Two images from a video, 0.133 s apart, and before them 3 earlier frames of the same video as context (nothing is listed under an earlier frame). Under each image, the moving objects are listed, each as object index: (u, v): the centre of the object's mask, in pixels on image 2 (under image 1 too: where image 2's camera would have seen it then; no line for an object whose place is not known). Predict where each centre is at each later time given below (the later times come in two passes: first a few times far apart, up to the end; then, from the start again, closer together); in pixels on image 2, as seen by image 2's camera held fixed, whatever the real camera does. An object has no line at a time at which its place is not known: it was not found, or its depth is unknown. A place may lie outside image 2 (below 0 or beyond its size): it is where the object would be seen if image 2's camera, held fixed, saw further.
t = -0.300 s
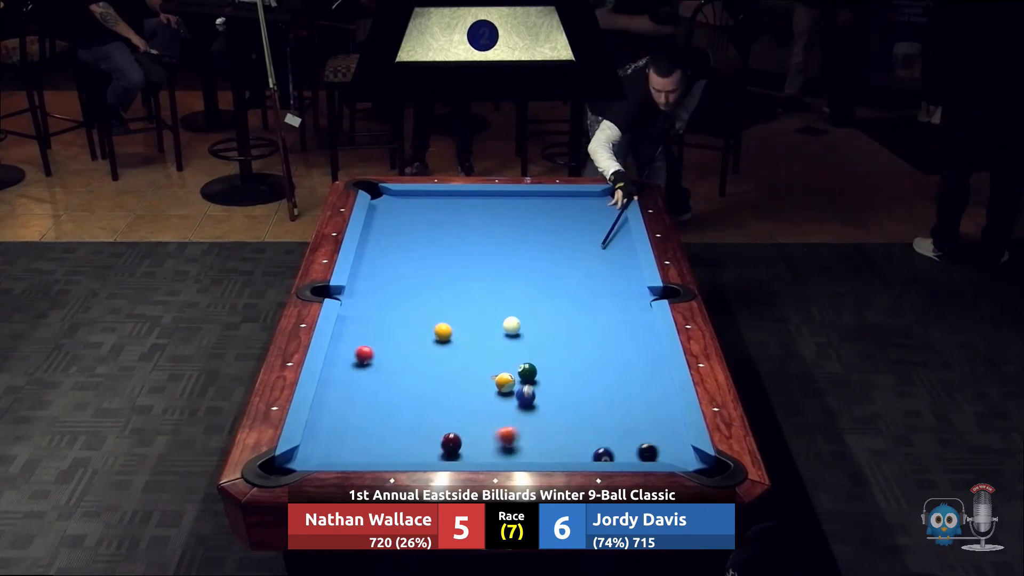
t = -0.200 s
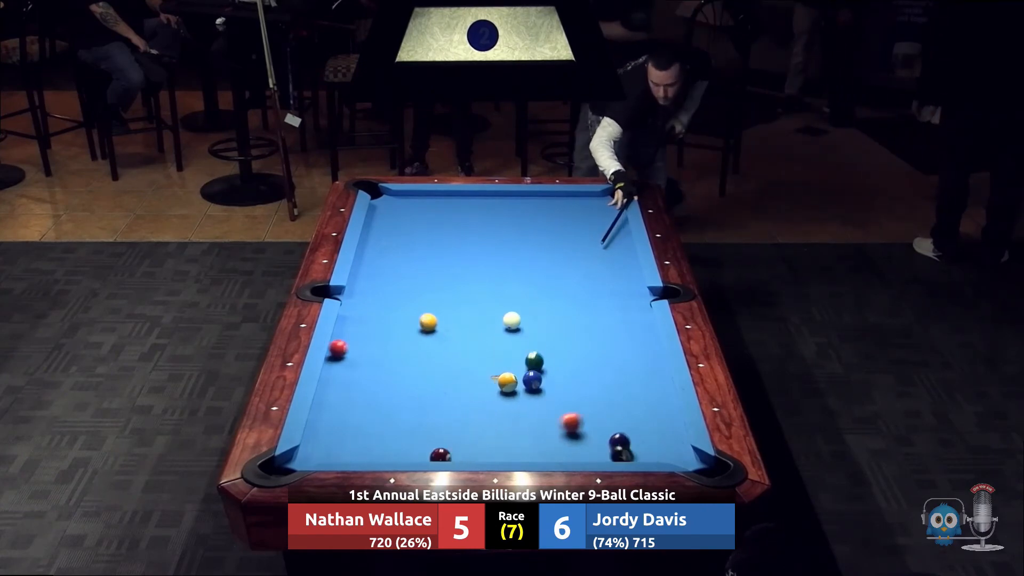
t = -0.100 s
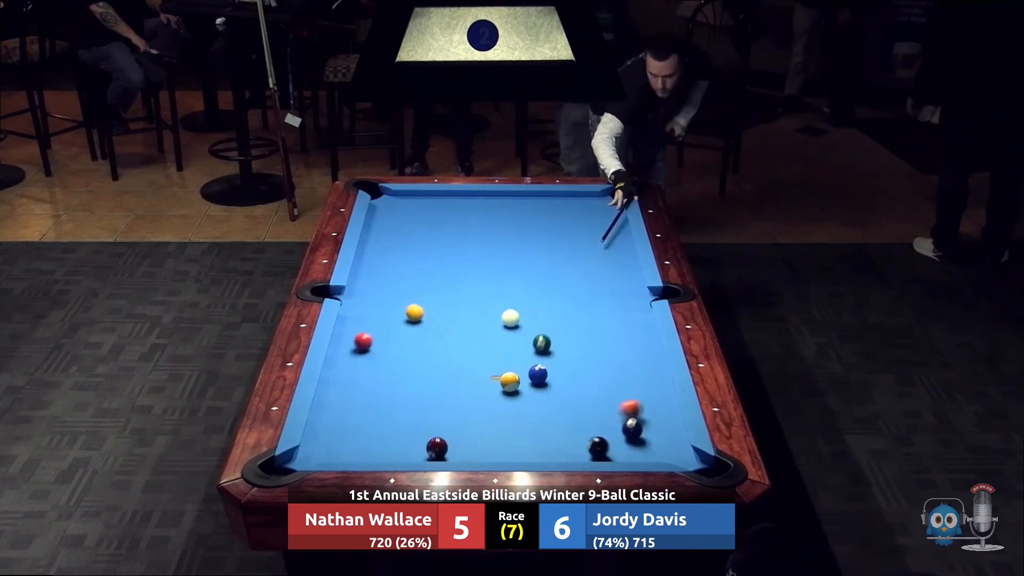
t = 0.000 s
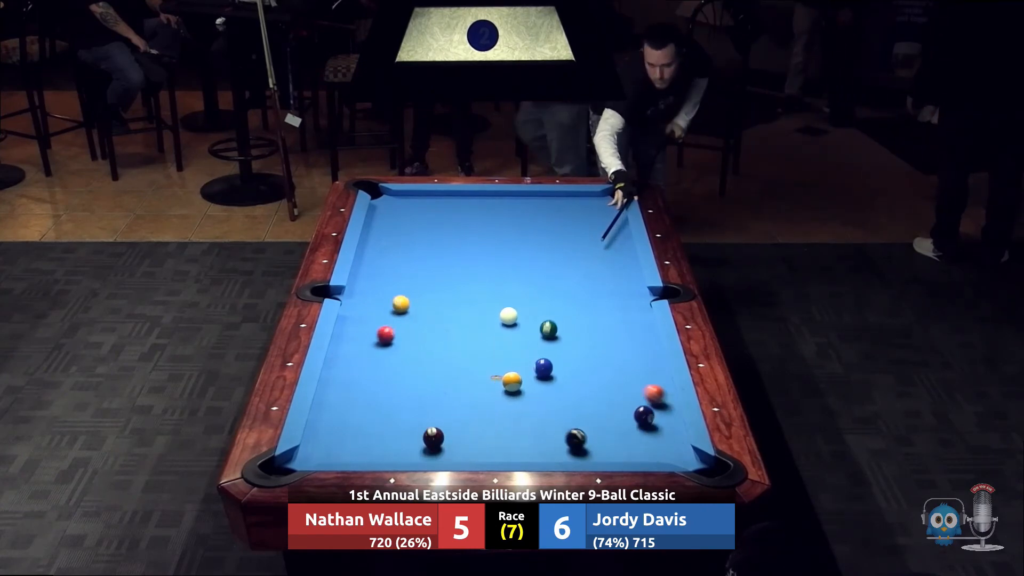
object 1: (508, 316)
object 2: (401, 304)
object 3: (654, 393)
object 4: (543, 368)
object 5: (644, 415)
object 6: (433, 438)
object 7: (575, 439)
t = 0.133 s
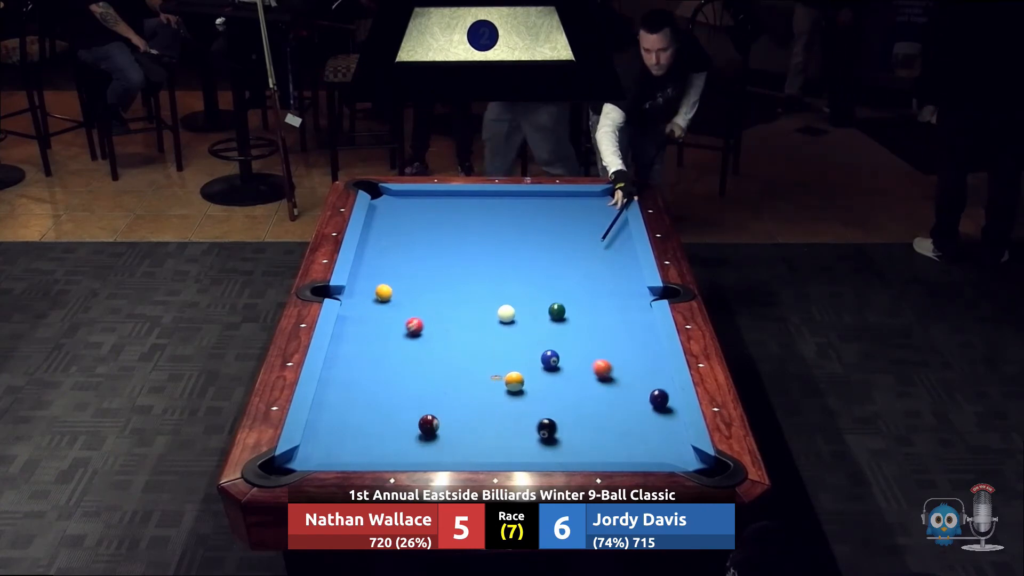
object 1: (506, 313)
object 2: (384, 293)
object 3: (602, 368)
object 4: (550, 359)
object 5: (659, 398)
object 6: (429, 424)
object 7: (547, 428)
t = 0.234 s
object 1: (505, 312)
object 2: (371, 285)
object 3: (573, 352)
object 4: (552, 353)
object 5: (661, 386)
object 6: (425, 415)
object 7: (526, 421)
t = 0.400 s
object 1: (502, 309)
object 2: (361, 273)
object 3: (567, 326)
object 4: (517, 342)
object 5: (643, 368)
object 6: (420, 400)
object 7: (493, 408)
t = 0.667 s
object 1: (519, 306)
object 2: (383, 259)
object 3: (553, 290)
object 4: (471, 325)
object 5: (616, 343)
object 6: (412, 379)
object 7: (444, 391)
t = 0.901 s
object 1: (539, 305)
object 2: (400, 248)
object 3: (542, 263)
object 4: (434, 311)
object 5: (595, 322)
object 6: (407, 361)
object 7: (404, 376)
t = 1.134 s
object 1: (558, 305)
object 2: (417, 238)
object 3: (533, 238)
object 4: (400, 299)
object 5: (576, 304)
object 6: (401, 348)
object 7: (368, 363)
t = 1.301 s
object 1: (554, 303)
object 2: (428, 232)
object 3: (526, 223)
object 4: (377, 291)
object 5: (581, 293)
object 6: (398, 338)
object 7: (343, 354)
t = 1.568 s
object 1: (549, 302)
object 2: (444, 222)
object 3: (517, 200)
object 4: (363, 281)
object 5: (586, 276)
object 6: (393, 323)
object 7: (360, 342)
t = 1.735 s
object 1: (547, 301)
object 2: (454, 216)
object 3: (508, 198)
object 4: (378, 276)
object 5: (589, 266)
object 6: (390, 315)
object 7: (377, 335)
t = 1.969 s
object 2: (466, 209)
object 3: (490, 210)
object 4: (398, 270)
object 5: (593, 254)
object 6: (386, 304)
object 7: (399, 327)
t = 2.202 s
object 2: (478, 202)
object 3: (471, 221)
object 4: (416, 265)
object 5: (596, 243)
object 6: (382, 294)
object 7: (420, 318)
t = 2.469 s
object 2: (490, 195)
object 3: (450, 235)
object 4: (436, 260)
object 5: (600, 231)
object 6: (379, 284)
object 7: (442, 310)
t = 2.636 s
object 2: (496, 196)
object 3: (436, 243)
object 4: (447, 256)
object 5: (602, 224)
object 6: (377, 278)
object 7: (455, 305)
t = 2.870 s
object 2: (502, 200)
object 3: (417, 255)
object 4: (462, 252)
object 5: (605, 215)
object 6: (375, 271)
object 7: (471, 298)
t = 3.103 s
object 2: (508, 204)
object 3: (398, 267)
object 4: (475, 248)
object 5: (607, 207)
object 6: (372, 264)
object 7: (487, 292)
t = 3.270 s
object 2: (512, 206)
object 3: (384, 276)
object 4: (484, 245)
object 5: (609, 201)
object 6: (371, 260)
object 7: (497, 288)
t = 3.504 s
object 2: (517, 209)
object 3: (364, 288)
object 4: (495, 242)
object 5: (606, 199)
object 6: (369, 254)
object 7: (510, 283)
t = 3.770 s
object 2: (523, 212)
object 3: (346, 299)
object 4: (507, 239)
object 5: (604, 198)
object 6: (367, 248)
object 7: (524, 278)
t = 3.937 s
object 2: (526, 214)
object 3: (351, 296)
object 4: (513, 237)
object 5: (603, 197)
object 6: (367, 245)
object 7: (532, 275)
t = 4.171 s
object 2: (530, 217)
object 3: (359, 290)
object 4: (521, 234)
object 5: (601, 195)
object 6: (367, 241)
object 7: (542, 271)
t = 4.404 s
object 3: (366, 286)
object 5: (601, 195)
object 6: (369, 238)
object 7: (552, 268)
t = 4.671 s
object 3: (372, 281)
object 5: (602, 195)
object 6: (371, 236)
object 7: (561, 265)
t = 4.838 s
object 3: (376, 279)
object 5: (602, 195)
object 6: (372, 234)
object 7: (566, 263)
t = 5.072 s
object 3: (381, 276)
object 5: (602, 195)
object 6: (373, 232)
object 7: (572, 260)
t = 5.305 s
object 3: (385, 273)
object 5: (602, 195)
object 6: (373, 231)
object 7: (578, 258)
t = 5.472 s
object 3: (387, 271)
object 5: (602, 195)
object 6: (373, 231)
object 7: (581, 257)
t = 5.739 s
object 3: (390, 269)
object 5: (602, 195)
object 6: (373, 230)
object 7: (586, 255)
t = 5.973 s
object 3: (391, 268)
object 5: (602, 195)
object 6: (374, 229)
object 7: (589, 254)
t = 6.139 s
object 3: (392, 267)
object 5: (602, 195)
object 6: (374, 230)
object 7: (591, 254)
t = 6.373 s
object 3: (394, 267)
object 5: (602, 195)
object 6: (374, 230)
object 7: (592, 253)
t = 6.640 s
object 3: (394, 267)
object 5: (602, 195)
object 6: (374, 230)
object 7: (593, 253)
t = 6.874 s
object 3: (394, 267)
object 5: (602, 195)
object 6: (374, 230)
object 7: (592, 253)
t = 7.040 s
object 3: (394, 267)
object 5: (602, 195)
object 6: (373, 229)
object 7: (592, 253)
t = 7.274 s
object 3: (394, 267)
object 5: (602, 195)
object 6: (374, 230)
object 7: (592, 253)
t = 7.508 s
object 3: (394, 267)
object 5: (602, 195)
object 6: (374, 230)
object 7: (592, 253)
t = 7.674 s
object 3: (394, 267)
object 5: (602, 195)
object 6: (374, 230)
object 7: (592, 253)
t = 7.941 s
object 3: (394, 267)
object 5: (602, 195)
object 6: (374, 230)
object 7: (592, 253)
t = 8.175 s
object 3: (394, 267)
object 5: (602, 195)
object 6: (374, 230)
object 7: (592, 253)
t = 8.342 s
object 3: (394, 267)
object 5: (602, 195)
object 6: (373, 229)
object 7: (592, 253)
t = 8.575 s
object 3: (394, 267)
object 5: (602, 195)
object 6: (374, 230)
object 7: (592, 253)
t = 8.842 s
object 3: (394, 267)
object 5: (602, 195)
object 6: (373, 229)
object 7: (592, 253)
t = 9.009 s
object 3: (394, 267)
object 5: (602, 195)
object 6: (373, 230)
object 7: (592, 253)
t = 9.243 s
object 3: (394, 267)
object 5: (602, 195)
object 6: (374, 230)
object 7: (592, 253)
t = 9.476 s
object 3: (394, 267)
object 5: (602, 195)
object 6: (374, 230)
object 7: (592, 253)
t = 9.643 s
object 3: (394, 267)
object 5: (602, 195)
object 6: (374, 230)
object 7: (592, 253)
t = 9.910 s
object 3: (394, 267)
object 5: (602, 195)
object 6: (374, 229)
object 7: (592, 253)
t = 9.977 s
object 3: (394, 267)
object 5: (602, 195)
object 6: (374, 229)
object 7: (592, 253)
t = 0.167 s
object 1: (506, 313)
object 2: (379, 290)
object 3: (591, 363)
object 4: (552, 357)
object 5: (663, 394)
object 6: (428, 421)
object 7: (540, 425)
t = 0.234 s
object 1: (505, 312)
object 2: (371, 285)
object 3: (573, 352)
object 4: (552, 353)
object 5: (661, 386)
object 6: (425, 415)
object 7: (526, 421)
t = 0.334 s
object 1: (503, 310)
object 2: (359, 277)
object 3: (571, 336)
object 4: (529, 346)
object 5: (650, 375)
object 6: (422, 406)
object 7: (506, 413)
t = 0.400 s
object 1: (502, 309)
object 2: (361, 273)
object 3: (567, 326)
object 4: (517, 342)
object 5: (643, 368)
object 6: (420, 400)
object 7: (493, 408)
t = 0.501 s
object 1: (503, 307)
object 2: (369, 267)
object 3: (562, 312)
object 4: (499, 335)
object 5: (633, 359)
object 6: (417, 392)
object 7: (474, 402)
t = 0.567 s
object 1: (510, 307)
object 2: (375, 264)
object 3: (558, 303)
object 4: (488, 331)
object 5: (625, 351)
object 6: (415, 387)
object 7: (462, 397)
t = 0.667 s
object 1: (519, 306)
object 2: (383, 259)
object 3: (553, 290)
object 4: (471, 325)
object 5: (616, 343)
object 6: (412, 379)
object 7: (444, 391)
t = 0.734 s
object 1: (525, 306)
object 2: (388, 256)
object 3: (550, 282)
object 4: (460, 321)
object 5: (610, 336)
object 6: (411, 374)
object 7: (432, 386)
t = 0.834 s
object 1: (534, 306)
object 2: (395, 251)
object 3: (545, 270)
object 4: (444, 315)
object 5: (601, 328)
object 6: (407, 366)
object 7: (416, 380)
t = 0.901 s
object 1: (539, 305)
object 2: (400, 248)
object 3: (542, 263)
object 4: (434, 311)
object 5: (595, 322)
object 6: (407, 361)
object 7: (404, 376)
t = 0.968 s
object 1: (545, 305)
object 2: (405, 245)
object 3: (539, 255)
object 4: (424, 308)
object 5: (590, 318)
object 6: (405, 358)
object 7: (394, 373)
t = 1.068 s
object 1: (553, 305)
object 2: (412, 241)
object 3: (535, 245)
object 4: (410, 303)
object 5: (581, 309)
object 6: (403, 352)
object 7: (378, 367)
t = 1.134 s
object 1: (558, 305)
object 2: (417, 238)
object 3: (533, 238)
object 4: (400, 299)
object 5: (576, 304)
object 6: (401, 348)
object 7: (368, 363)
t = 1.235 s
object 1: (555, 304)
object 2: (423, 234)
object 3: (529, 229)
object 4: (386, 294)
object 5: (579, 297)
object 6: (399, 342)
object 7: (353, 357)
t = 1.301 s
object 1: (554, 303)
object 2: (428, 232)
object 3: (526, 223)
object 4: (377, 291)
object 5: (581, 293)
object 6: (398, 338)
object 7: (343, 354)
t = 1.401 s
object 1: (552, 303)
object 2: (434, 228)
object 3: (523, 214)
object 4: (364, 286)
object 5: (583, 286)
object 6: (396, 332)
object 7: (341, 349)
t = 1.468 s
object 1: (551, 302)
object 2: (438, 225)
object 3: (520, 208)
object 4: (356, 283)
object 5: (584, 282)
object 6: (394, 329)
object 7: (349, 346)
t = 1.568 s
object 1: (549, 302)
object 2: (444, 222)
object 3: (517, 200)
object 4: (363, 281)
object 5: (586, 276)
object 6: (393, 323)
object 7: (360, 342)
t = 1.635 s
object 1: (548, 301)
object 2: (448, 220)
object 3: (515, 195)
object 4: (369, 279)
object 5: (587, 271)
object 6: (391, 320)
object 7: (367, 339)
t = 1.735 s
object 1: (547, 301)
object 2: (454, 216)
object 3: (508, 198)
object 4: (378, 276)
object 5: (589, 266)
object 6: (390, 315)
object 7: (377, 335)
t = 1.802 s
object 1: (546, 301)
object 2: (458, 214)
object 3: (503, 202)
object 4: (384, 275)
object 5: (590, 262)
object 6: (389, 311)
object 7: (383, 333)
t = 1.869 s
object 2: (461, 212)
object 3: (497, 205)
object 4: (390, 273)
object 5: (591, 259)
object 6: (387, 308)
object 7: (390, 330)
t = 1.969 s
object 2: (466, 209)
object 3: (490, 210)
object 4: (398, 270)
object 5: (593, 254)
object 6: (386, 304)
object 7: (399, 327)
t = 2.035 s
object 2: (470, 207)
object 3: (485, 213)
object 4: (403, 269)
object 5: (594, 250)
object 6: (385, 301)
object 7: (405, 324)
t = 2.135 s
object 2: (475, 204)
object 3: (477, 218)
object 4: (411, 267)
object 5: (595, 246)
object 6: (383, 297)
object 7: (414, 321)
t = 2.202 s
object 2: (478, 202)
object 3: (471, 221)
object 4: (416, 265)
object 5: (596, 243)
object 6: (382, 294)
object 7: (420, 318)
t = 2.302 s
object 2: (483, 199)
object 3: (463, 226)
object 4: (424, 263)
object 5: (597, 238)
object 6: (381, 290)
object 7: (429, 316)
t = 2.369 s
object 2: (486, 197)
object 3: (458, 230)
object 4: (429, 262)
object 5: (598, 235)
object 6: (380, 288)
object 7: (434, 313)
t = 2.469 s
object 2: (490, 195)
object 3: (450, 235)
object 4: (436, 260)
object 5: (600, 231)
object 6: (379, 284)
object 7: (442, 310)
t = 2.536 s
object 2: (493, 195)
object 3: (444, 238)
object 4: (440, 258)
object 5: (601, 228)
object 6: (378, 282)
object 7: (447, 308)
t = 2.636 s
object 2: (496, 196)
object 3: (436, 243)
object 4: (447, 256)
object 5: (602, 224)
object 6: (377, 278)
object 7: (455, 305)
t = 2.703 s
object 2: (497, 197)
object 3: (431, 247)
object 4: (451, 255)
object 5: (603, 221)
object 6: (376, 276)
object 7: (460, 303)
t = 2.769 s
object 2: (499, 198)
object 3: (425, 250)
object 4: (456, 254)
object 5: (603, 219)
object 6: (376, 274)
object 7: (464, 301)
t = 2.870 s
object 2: (502, 200)
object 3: (417, 255)
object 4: (462, 252)
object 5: (605, 215)
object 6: (375, 271)
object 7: (471, 298)
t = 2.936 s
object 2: (504, 201)
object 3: (412, 258)
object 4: (466, 251)
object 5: (605, 213)
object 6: (374, 269)
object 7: (476, 296)
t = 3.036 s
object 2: (506, 203)
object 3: (403, 264)
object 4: (471, 249)
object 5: (606, 209)
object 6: (373, 266)
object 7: (482, 294)
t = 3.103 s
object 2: (508, 204)
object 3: (398, 267)
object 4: (475, 248)
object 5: (607, 207)
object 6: (372, 264)
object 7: (487, 292)
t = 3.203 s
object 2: (511, 205)
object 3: (389, 272)
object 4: (480, 247)
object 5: (608, 204)
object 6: (371, 262)
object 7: (493, 290)
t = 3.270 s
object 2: (512, 206)
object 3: (384, 276)
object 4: (484, 245)
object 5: (609, 201)
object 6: (371, 260)
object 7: (497, 288)
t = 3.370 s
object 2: (514, 208)
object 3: (376, 281)
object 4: (489, 244)
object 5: (607, 200)
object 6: (370, 257)
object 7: (502, 286)
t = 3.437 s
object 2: (516, 208)
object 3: (370, 285)
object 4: (492, 243)
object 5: (607, 199)
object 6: (369, 256)
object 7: (506, 285)
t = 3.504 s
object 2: (517, 209)
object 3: (364, 288)
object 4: (495, 242)
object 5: (606, 199)
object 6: (369, 254)
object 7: (510, 283)
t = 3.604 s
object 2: (519, 210)
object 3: (356, 293)
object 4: (499, 241)
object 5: (605, 199)
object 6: (368, 252)
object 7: (515, 281)
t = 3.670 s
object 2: (521, 211)
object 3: (350, 297)
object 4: (502, 240)
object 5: (605, 199)
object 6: (368, 251)
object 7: (519, 280)
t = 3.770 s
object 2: (523, 212)
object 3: (346, 299)
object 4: (507, 239)
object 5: (604, 198)
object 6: (367, 248)
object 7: (524, 278)
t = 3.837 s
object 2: (524, 213)
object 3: (348, 298)
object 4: (509, 238)
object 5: (603, 198)
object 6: (367, 247)
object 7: (527, 277)
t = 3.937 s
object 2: (526, 214)
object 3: (351, 296)
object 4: (513, 237)
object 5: (603, 197)
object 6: (367, 245)
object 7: (532, 275)
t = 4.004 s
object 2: (527, 215)
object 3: (354, 294)
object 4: (516, 236)
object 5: (603, 196)
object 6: (366, 244)
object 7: (535, 274)
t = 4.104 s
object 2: (529, 216)
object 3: (357, 292)
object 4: (519, 235)
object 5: (601, 195)
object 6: (366, 242)
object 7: (539, 272)
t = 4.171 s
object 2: (530, 217)
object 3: (359, 290)
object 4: (521, 234)
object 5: (601, 195)
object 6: (367, 241)
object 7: (542, 271)
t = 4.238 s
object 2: (531, 217)
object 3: (361, 289)
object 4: (524, 234)
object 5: (601, 195)
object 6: (367, 240)
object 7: (545, 271)
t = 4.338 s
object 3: (364, 287)
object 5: (601, 195)
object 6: (368, 239)
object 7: (549, 269)
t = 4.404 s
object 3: (366, 286)
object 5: (601, 195)
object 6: (369, 238)
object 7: (552, 268)
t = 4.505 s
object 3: (369, 284)
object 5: (602, 195)
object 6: (370, 237)
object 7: (555, 267)
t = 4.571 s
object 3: (370, 283)
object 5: (601, 195)
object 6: (370, 237)
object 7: (557, 266)
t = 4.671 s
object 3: (372, 281)
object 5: (602, 195)
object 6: (371, 236)
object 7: (561, 265)
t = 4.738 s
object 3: (374, 280)
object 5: (602, 195)
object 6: (371, 235)
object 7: (563, 264)
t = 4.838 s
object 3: (376, 279)
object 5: (602, 195)
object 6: (372, 234)
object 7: (566, 263)
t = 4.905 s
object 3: (378, 278)
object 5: (602, 195)
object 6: (372, 234)
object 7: (568, 262)
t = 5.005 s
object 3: (380, 277)
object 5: (602, 195)
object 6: (373, 233)
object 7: (571, 261)
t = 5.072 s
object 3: (381, 276)
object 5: (602, 195)
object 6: (373, 232)
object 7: (572, 260)
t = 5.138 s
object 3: (382, 275)
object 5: (602, 195)
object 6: (373, 232)
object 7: (574, 260)
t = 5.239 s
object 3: (384, 274)
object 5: (602, 195)
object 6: (373, 231)
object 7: (576, 259)
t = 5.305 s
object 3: (385, 273)
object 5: (602, 195)
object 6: (373, 231)
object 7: (578, 258)
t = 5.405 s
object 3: (386, 272)
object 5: (602, 195)
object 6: (373, 231)
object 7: (580, 258)
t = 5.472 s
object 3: (387, 271)
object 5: (602, 195)
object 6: (373, 231)
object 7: (581, 257)
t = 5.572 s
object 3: (388, 271)
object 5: (602, 195)
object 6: (373, 230)
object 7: (583, 256)
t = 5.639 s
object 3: (389, 270)
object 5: (602, 195)
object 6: (373, 230)
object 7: (584, 256)
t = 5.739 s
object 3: (390, 269)
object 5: (602, 195)
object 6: (373, 230)
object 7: (586, 255)
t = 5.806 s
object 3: (390, 269)
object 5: (602, 195)
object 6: (373, 230)
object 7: (587, 255)
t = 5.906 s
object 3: (391, 268)
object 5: (602, 195)
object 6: (374, 229)
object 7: (588, 254)
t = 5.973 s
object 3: (391, 268)
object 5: (602, 195)
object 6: (374, 229)
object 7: (589, 254)
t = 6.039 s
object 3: (392, 268)
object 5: (602, 195)
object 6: (374, 229)
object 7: (590, 254)
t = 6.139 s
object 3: (392, 267)
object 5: (602, 195)
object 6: (374, 230)
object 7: (591, 254)
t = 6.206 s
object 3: (393, 267)
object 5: (602, 195)
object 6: (374, 230)
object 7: (591, 254)
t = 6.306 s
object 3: (393, 267)
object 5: (602, 195)
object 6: (374, 230)
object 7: (592, 253)
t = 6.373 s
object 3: (394, 267)
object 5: (602, 195)
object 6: (374, 230)
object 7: (592, 253)
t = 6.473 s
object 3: (394, 267)
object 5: (602, 195)
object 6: (374, 230)
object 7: (592, 253)
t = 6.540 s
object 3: (394, 267)
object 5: (602, 195)
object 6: (374, 229)
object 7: (593, 253)
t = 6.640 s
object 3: (394, 267)
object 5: (602, 195)
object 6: (374, 230)
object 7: (593, 253)
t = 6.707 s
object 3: (394, 267)
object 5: (602, 195)
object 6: (373, 230)
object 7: (593, 253)
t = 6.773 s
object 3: (394, 267)
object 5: (602, 195)
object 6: (373, 230)
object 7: (592, 253)
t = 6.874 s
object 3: (394, 267)
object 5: (602, 195)
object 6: (374, 230)
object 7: (592, 253)
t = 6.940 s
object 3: (394, 267)
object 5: (602, 195)
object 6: (373, 230)
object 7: (592, 253)
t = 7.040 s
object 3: (394, 267)
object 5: (602, 195)
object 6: (373, 229)
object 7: (592, 253)
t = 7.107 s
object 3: (394, 267)
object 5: (602, 195)
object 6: (373, 230)
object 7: (592, 253)
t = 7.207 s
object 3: (394, 267)
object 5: (602, 195)
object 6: (373, 230)
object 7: (592, 253)
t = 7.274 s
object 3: (394, 267)
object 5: (602, 195)
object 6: (374, 230)
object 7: (592, 253)
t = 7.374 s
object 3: (394, 267)
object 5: (602, 195)
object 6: (373, 230)
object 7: (592, 253)
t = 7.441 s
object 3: (394, 267)
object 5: (602, 195)
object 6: (373, 230)
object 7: (592, 253)
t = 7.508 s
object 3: (394, 267)
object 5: (602, 195)
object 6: (374, 230)
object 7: (592, 253)
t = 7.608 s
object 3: (394, 267)
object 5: (602, 195)
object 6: (374, 229)
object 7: (592, 253)
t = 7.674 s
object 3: (394, 267)
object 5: (602, 195)
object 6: (374, 230)
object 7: (592, 253)
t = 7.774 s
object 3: (394, 267)
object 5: (602, 195)
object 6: (374, 230)
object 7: (592, 253)
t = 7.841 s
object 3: (394, 267)
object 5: (602, 195)
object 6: (374, 230)
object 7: (592, 253)
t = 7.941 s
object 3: (394, 267)
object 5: (602, 195)
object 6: (374, 230)
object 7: (592, 253)
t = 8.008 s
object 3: (394, 267)
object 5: (602, 195)
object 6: (373, 230)
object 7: (592, 253)
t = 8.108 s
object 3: (394, 267)
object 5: (602, 195)
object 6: (374, 229)
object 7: (592, 253)
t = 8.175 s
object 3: (394, 267)
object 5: (602, 195)
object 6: (374, 230)
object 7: (592, 253)
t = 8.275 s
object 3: (394, 267)
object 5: (602, 195)
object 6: (374, 230)
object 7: (592, 253)
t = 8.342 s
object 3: (394, 267)
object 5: (602, 195)
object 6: (373, 229)
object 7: (592, 253)
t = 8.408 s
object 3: (394, 267)
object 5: (602, 195)
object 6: (374, 229)
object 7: (592, 253)
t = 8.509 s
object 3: (394, 267)
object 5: (602, 195)
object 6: (374, 230)
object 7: (592, 253)
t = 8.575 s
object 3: (394, 267)
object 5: (602, 195)
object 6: (374, 230)
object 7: (592, 253)
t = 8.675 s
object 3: (394, 267)
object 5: (602, 195)
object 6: (374, 230)
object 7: (592, 253)
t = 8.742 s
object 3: (394, 267)
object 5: (602, 195)
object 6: (374, 229)
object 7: (592, 253)
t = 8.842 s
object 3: (394, 267)
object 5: (602, 195)
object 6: (373, 229)
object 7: (592, 253)
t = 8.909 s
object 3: (394, 267)
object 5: (602, 195)
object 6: (373, 229)
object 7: (592, 253)
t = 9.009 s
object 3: (394, 267)
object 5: (602, 195)
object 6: (373, 230)
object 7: (592, 253)
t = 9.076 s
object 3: (394, 267)
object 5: (602, 195)
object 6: (373, 229)
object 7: (592, 253)
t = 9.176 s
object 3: (394, 267)
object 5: (602, 195)
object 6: (374, 230)
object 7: (592, 253)
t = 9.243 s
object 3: (394, 267)
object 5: (602, 195)
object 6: (374, 230)
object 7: (592, 253)
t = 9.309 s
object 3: (394, 267)
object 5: (602, 195)
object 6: (374, 230)
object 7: (592, 253)
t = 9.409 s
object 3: (394, 267)
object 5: (602, 195)
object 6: (374, 230)
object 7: (592, 253)
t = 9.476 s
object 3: (394, 267)
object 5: (602, 195)
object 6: (374, 230)
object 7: (592, 253)
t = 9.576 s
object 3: (394, 267)
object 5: (602, 195)
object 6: (374, 230)
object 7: (592, 253)
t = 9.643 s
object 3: (394, 267)
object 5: (602, 195)
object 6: (374, 230)
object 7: (592, 253)
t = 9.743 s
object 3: (394, 267)
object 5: (602, 195)
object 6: (374, 229)
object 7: (592, 253)
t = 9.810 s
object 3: (394, 267)
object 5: (602, 195)
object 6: (374, 229)
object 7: (592, 253)
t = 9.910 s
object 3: (394, 267)
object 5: (602, 195)
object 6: (374, 229)
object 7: (592, 253)
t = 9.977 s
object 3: (394, 267)
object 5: (602, 195)
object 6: (374, 229)
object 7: (592, 253)
